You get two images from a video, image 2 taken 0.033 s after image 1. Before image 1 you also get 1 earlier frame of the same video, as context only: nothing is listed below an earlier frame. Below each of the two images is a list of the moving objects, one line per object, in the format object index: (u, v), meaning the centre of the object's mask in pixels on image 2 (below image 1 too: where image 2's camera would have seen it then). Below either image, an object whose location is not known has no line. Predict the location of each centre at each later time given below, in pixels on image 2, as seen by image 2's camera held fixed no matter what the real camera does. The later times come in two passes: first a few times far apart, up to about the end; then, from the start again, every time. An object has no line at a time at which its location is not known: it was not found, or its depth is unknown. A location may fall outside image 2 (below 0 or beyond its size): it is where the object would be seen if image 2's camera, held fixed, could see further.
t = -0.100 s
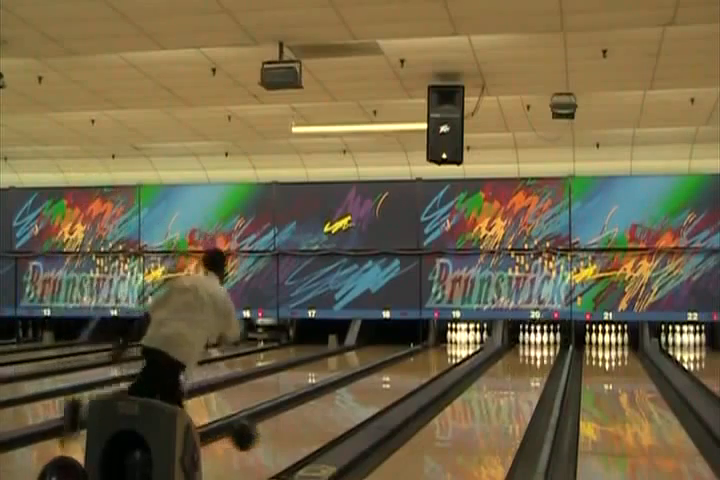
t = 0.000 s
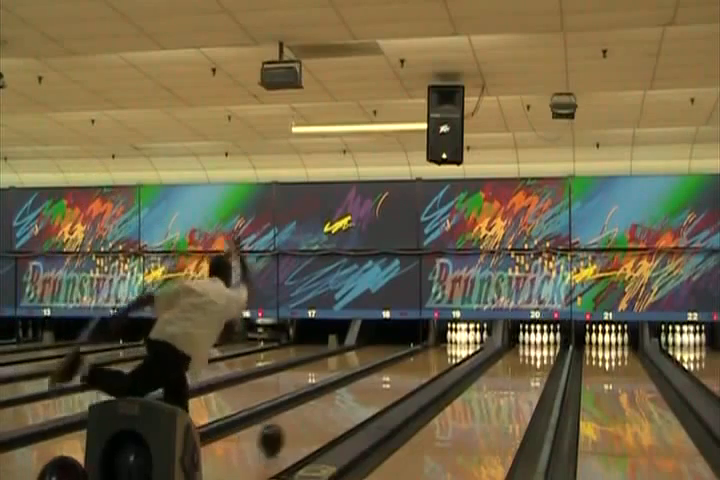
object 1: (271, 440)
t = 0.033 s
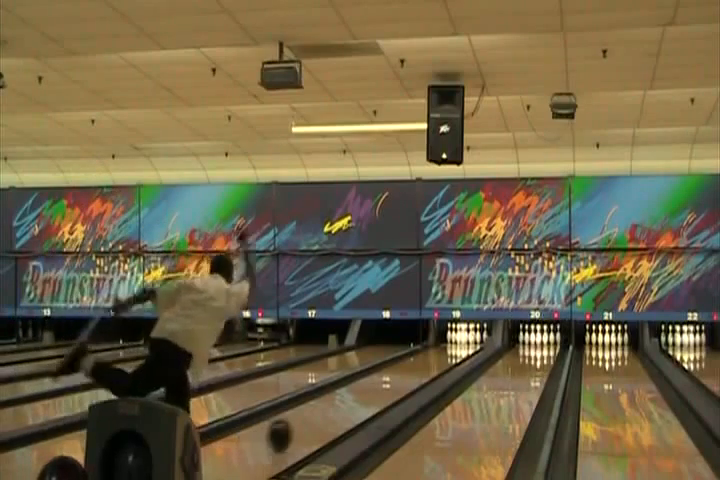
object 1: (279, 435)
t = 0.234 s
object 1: (322, 416)
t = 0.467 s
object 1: (358, 399)
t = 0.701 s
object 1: (386, 385)
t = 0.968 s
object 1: (409, 374)
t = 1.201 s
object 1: (426, 367)
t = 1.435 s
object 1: (439, 358)
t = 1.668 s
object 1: (449, 352)
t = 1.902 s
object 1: (457, 347)
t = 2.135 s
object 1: (463, 344)
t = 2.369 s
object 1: (464, 342)
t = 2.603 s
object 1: (469, 338)
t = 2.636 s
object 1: (470, 338)
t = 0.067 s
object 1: (287, 432)
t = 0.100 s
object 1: (295, 429)
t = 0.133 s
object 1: (302, 426)
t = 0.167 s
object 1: (308, 423)
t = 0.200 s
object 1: (315, 419)
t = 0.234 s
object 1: (322, 416)
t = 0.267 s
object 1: (328, 414)
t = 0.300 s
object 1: (333, 411)
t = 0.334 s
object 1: (338, 408)
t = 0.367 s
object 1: (343, 406)
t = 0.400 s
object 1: (348, 404)
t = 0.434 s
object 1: (353, 401)
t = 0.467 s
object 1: (358, 399)
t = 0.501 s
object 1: (362, 396)
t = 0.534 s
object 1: (366, 394)
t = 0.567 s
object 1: (370, 392)
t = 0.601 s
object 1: (375, 391)
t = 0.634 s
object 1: (378, 389)
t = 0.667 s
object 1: (382, 387)
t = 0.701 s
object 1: (386, 385)
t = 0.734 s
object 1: (389, 384)
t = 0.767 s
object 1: (392, 383)
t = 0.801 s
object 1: (395, 382)
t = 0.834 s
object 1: (398, 380)
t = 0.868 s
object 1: (401, 378)
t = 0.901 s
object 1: (404, 377)
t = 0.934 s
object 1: (407, 376)
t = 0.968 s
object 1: (409, 374)
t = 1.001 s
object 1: (412, 372)
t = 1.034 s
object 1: (414, 372)
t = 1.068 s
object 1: (417, 371)
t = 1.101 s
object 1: (419, 371)
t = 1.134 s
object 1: (422, 369)
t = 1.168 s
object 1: (424, 368)
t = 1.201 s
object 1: (426, 367)
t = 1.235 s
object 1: (428, 364)
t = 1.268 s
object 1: (430, 363)
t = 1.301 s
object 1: (431, 361)
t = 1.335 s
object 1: (433, 360)
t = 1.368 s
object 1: (436, 359)
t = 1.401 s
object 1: (437, 358)
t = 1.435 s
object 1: (439, 358)
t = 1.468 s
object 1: (441, 356)
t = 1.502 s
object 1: (442, 355)
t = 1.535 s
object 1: (443, 354)
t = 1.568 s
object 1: (443, 354)
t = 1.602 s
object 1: (445, 353)
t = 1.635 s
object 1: (447, 353)
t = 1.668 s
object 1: (449, 352)
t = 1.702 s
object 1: (450, 352)
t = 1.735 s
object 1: (452, 351)
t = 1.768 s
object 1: (453, 351)
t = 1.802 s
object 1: (454, 350)
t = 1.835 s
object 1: (455, 349)
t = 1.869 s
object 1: (456, 348)
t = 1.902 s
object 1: (457, 347)
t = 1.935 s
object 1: (458, 347)
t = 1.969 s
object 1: (459, 346)
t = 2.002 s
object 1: (459, 346)
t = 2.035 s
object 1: (460, 346)
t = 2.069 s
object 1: (461, 345)
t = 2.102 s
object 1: (462, 344)
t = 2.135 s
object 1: (463, 344)
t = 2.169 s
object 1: (463, 344)
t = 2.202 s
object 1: (464, 344)
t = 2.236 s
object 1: (464, 343)
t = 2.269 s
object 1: (464, 343)
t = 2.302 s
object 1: (464, 342)
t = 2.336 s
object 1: (464, 342)
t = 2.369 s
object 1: (464, 342)
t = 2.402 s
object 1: (465, 341)
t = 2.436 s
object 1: (465, 341)
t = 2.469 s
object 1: (465, 341)
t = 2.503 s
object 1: (466, 340)
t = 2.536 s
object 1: (466, 339)
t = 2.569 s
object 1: (467, 339)
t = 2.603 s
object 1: (469, 338)
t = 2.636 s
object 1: (470, 338)
